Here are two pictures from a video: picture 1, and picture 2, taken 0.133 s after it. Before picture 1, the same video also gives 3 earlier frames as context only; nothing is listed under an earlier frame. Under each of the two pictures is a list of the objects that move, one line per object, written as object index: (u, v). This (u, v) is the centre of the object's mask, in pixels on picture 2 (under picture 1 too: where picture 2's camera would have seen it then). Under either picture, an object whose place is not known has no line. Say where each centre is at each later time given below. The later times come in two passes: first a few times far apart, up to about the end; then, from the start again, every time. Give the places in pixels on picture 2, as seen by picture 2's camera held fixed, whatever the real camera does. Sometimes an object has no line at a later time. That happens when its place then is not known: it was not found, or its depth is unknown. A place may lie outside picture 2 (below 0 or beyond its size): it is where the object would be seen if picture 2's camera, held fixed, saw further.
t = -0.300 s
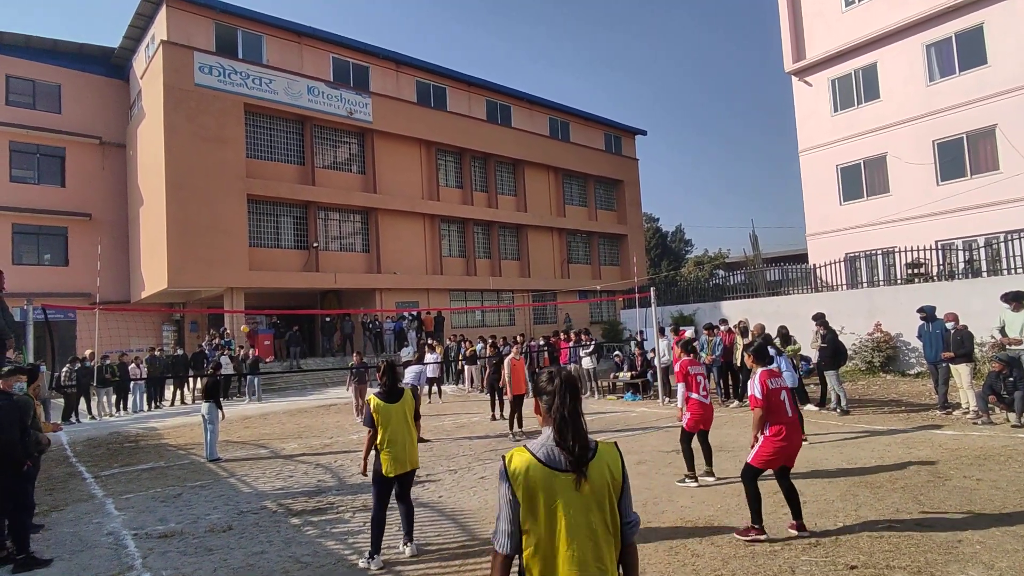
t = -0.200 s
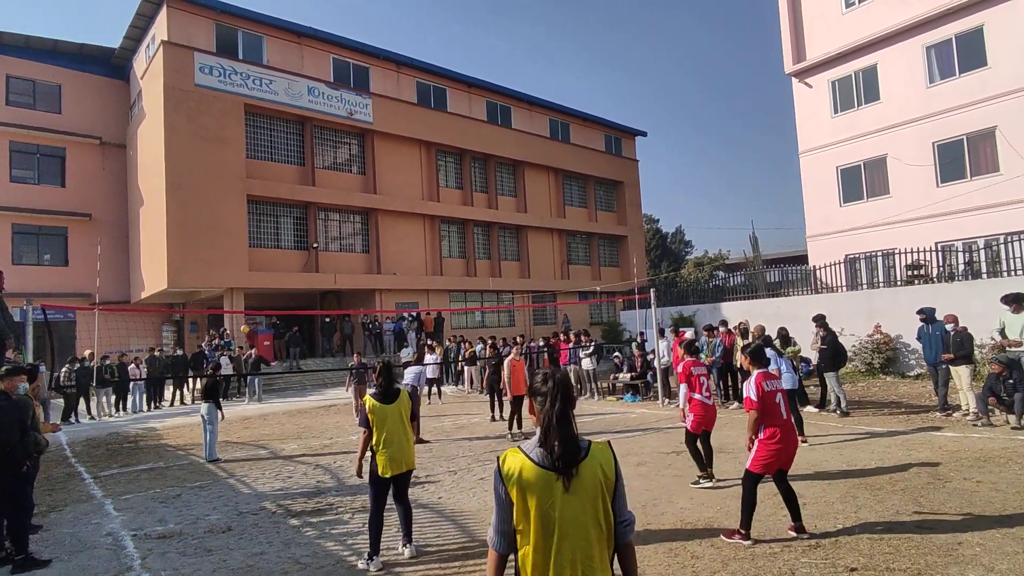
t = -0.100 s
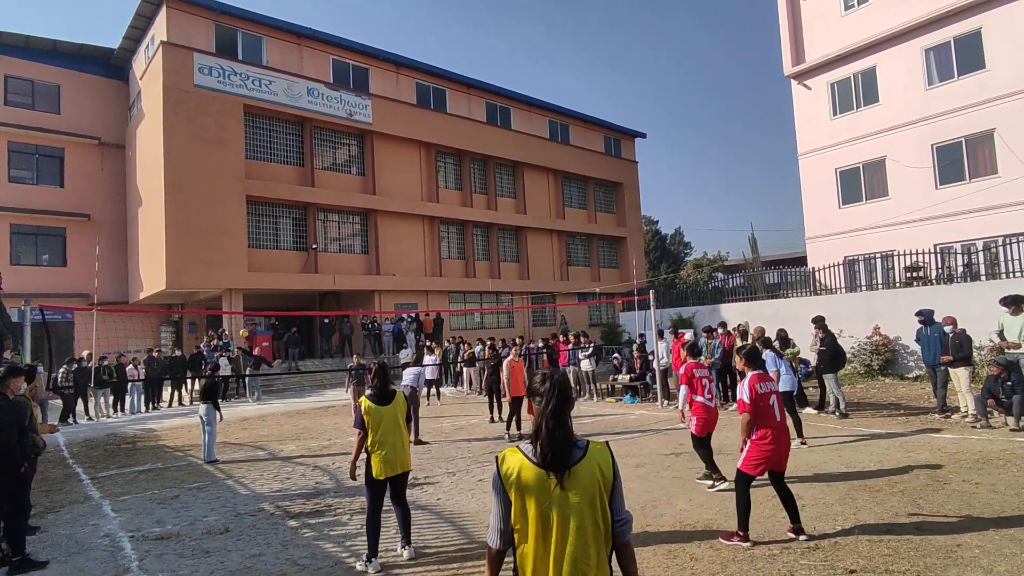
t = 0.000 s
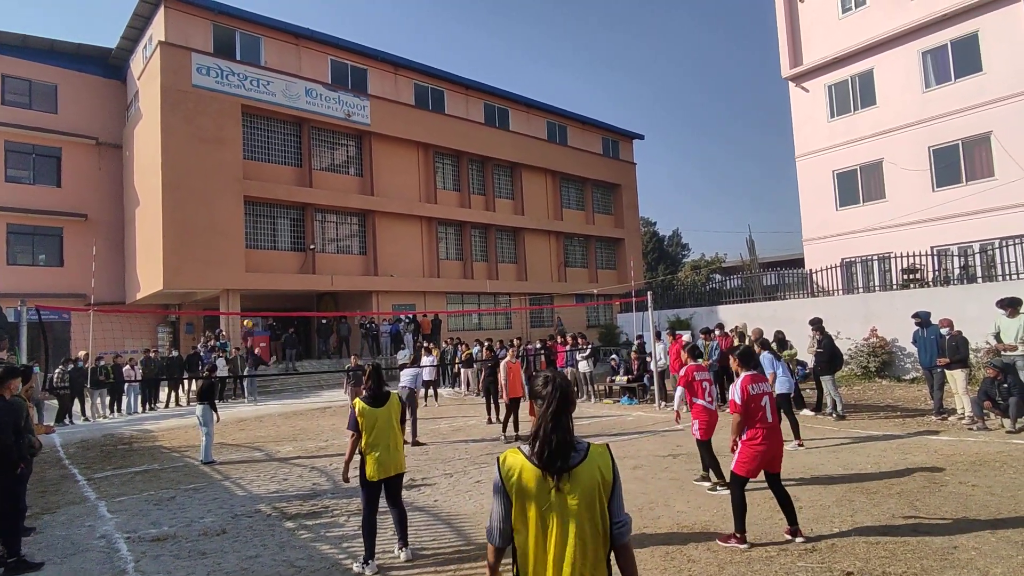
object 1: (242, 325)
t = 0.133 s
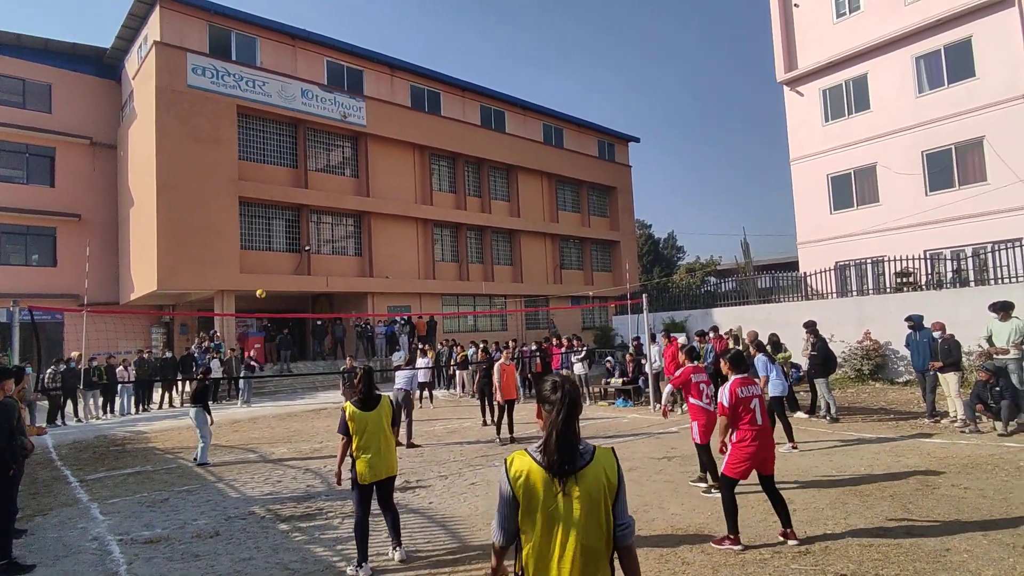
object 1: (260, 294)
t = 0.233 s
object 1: (276, 273)
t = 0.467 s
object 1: (322, 235)
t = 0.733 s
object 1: (393, 214)
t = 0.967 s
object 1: (481, 229)
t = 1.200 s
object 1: (604, 296)
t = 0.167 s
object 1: (266, 287)
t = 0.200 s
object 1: (270, 279)
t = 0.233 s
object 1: (276, 273)
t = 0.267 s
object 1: (282, 267)
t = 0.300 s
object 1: (288, 261)
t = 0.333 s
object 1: (294, 255)
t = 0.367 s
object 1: (300, 250)
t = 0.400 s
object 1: (307, 245)
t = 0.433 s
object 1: (314, 240)
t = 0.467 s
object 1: (322, 235)
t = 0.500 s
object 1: (329, 230)
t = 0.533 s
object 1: (338, 226)
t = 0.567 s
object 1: (346, 223)
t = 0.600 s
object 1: (355, 220)
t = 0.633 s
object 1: (364, 218)
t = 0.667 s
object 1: (373, 216)
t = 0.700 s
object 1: (383, 215)
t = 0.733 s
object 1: (393, 214)
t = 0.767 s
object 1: (404, 214)
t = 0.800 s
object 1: (415, 214)
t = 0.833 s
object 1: (427, 216)
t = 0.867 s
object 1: (440, 218)
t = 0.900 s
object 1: (453, 221)
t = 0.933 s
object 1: (467, 224)
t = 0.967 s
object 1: (481, 229)
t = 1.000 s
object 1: (496, 234)
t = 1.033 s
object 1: (512, 241)
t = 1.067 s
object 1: (528, 249)
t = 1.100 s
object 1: (546, 259)
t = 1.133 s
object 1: (564, 270)
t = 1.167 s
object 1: (583, 282)
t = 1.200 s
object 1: (604, 296)
